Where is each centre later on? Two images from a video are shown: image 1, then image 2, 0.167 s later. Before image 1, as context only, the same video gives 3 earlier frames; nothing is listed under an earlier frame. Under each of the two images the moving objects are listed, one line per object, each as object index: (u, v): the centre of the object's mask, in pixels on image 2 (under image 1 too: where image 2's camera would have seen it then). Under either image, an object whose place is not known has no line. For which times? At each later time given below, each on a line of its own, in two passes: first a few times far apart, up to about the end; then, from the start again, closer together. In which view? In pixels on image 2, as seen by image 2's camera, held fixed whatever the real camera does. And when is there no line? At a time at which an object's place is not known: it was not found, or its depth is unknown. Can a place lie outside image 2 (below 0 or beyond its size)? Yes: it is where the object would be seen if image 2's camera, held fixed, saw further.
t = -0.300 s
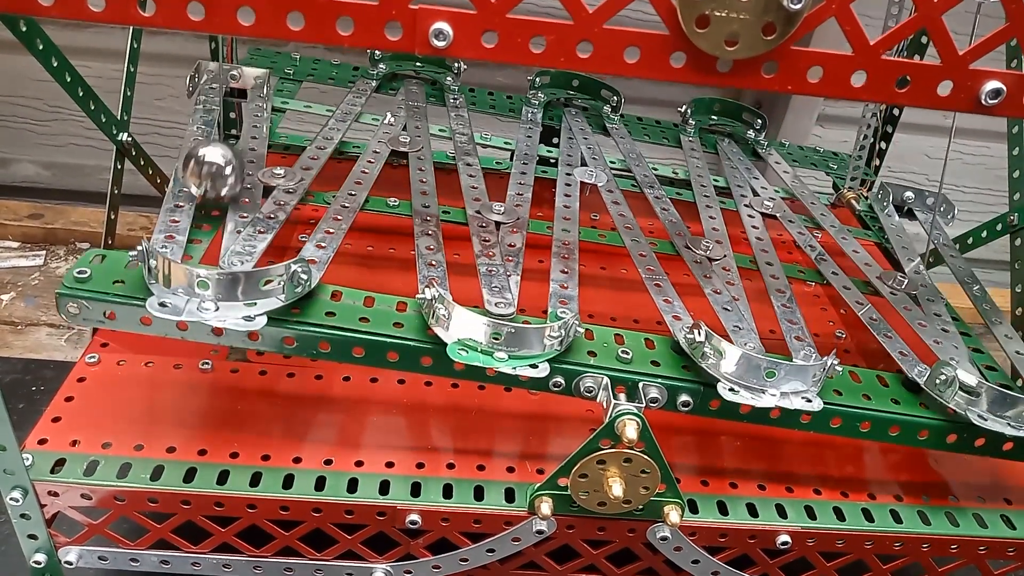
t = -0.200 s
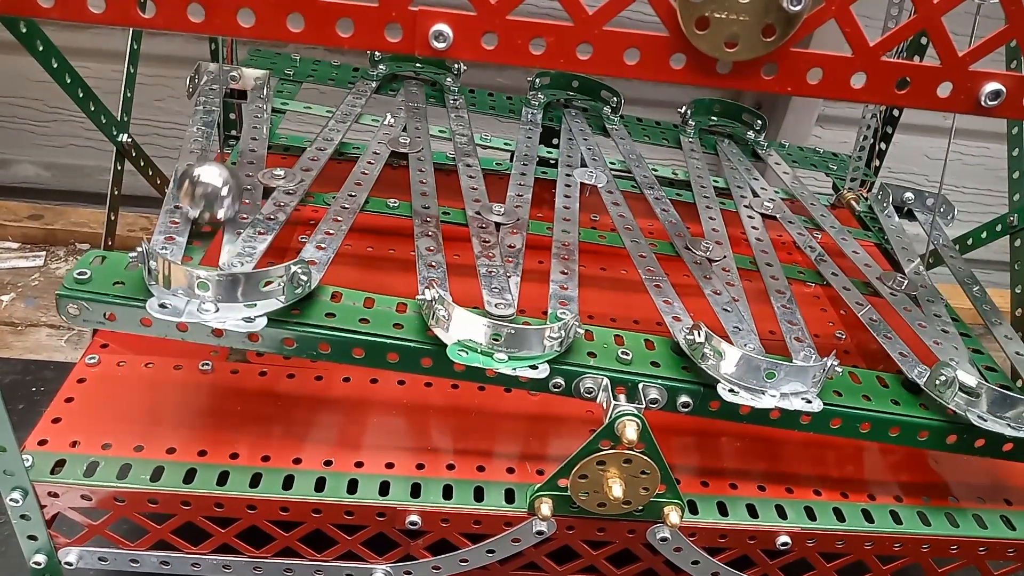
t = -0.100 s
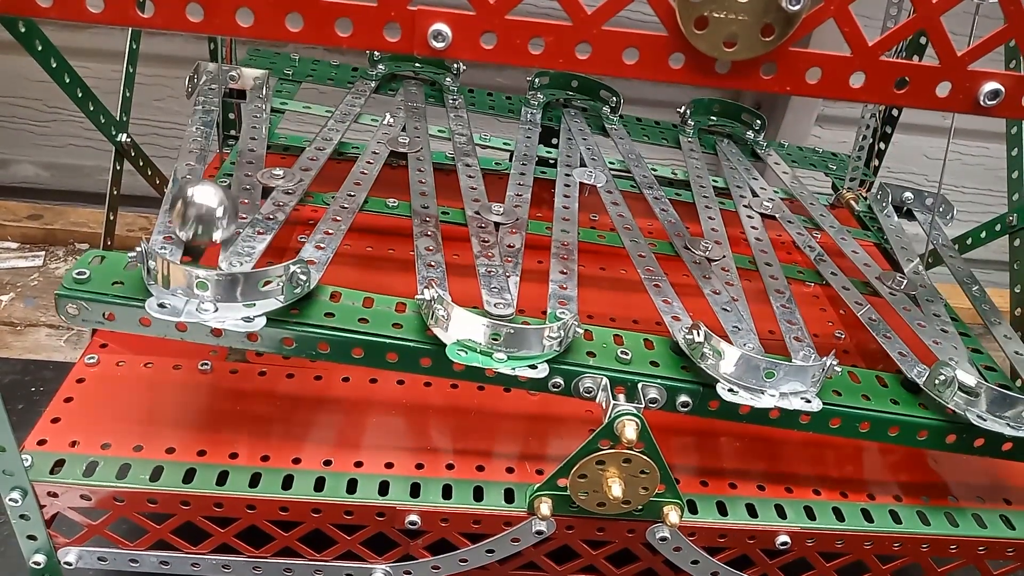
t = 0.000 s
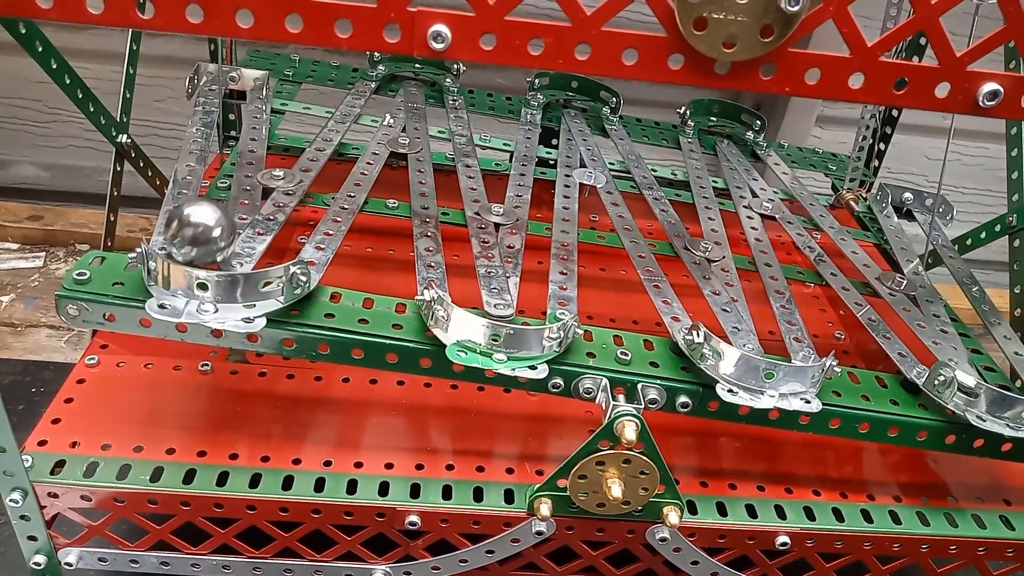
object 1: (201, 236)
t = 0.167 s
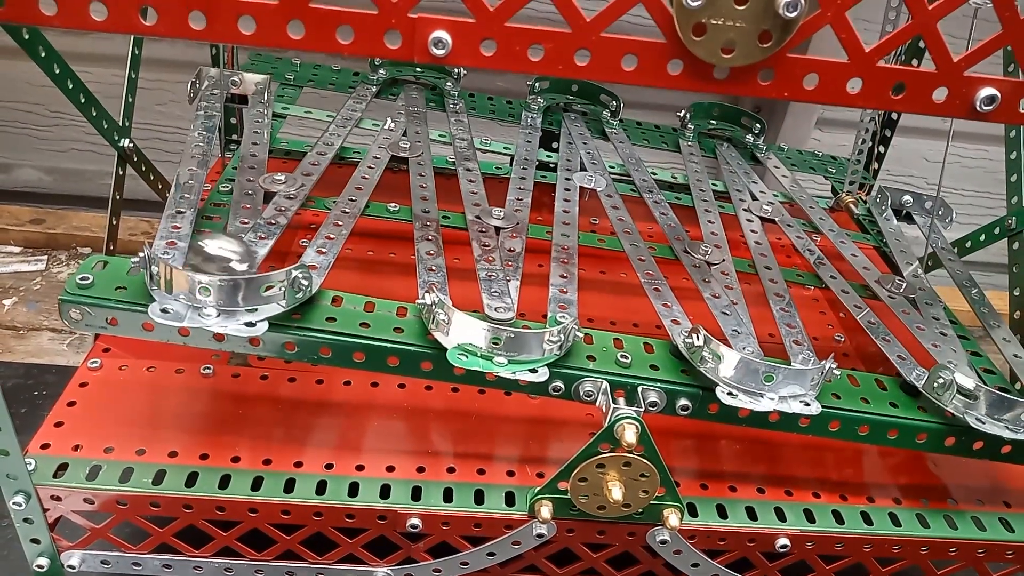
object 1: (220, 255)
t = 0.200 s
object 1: (233, 255)
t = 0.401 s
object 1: (270, 245)
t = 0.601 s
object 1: (299, 215)
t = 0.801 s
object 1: (326, 178)
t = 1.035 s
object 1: (355, 133)
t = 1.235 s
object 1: (379, 97)
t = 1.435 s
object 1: (398, 73)
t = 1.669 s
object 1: (439, 81)
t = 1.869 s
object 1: (438, 97)
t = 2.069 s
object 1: (442, 125)
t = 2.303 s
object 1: (446, 164)
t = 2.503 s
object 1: (455, 200)
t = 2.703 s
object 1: (462, 242)
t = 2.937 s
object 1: (475, 289)
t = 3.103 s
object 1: (528, 303)
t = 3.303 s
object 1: (540, 273)
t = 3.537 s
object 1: (547, 224)
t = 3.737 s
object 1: (552, 185)
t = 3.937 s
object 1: (554, 149)
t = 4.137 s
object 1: (557, 118)
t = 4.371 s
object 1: (573, 95)
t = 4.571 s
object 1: (599, 109)
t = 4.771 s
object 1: (611, 132)
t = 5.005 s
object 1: (630, 169)
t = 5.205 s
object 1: (653, 208)
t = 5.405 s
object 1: (682, 255)
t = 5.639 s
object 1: (726, 315)
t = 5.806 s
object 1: (771, 344)
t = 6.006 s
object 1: (784, 326)
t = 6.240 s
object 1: (762, 268)
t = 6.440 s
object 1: (747, 223)
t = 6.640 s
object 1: (734, 183)
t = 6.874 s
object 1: (719, 140)
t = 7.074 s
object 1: (736, 127)
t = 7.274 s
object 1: (755, 142)
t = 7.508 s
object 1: (778, 169)
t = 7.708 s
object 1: (807, 200)
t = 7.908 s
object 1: (844, 241)
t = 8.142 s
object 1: (901, 302)
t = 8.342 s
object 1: (968, 362)
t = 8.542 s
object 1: (995, 371)
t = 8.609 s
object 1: (988, 360)
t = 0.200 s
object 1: (233, 255)
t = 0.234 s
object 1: (242, 254)
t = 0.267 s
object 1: (250, 252)
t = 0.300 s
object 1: (255, 250)
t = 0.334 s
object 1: (259, 249)
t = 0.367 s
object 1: (265, 248)
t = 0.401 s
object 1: (270, 245)
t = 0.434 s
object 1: (274, 243)
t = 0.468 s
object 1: (281, 239)
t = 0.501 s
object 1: (286, 233)
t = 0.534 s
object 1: (289, 228)
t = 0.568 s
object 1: (293, 221)
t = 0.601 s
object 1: (299, 215)
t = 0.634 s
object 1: (304, 208)
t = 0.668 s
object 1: (306, 202)
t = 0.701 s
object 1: (310, 197)
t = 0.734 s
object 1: (317, 189)
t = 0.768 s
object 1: (323, 183)
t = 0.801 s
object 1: (326, 178)
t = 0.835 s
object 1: (329, 171)
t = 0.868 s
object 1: (335, 162)
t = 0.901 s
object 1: (339, 157)
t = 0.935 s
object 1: (344, 150)
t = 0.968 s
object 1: (349, 144)
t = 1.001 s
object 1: (351, 139)
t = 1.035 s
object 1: (355, 133)
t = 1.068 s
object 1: (361, 126)
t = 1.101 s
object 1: (365, 119)
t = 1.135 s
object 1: (367, 113)
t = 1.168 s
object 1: (372, 107)
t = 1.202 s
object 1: (375, 104)
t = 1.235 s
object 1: (379, 97)
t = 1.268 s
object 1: (382, 91)
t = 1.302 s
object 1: (385, 86)
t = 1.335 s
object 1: (388, 80)
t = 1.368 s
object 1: (391, 79)
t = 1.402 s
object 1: (391, 75)
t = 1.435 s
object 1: (398, 73)
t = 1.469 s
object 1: (409, 73)
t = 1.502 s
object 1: (420, 74)
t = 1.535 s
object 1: (427, 75)
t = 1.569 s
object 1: (433, 77)
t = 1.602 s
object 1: (437, 78)
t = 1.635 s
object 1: (439, 79)
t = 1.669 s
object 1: (439, 81)
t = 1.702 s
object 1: (439, 82)
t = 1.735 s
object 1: (439, 85)
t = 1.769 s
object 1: (439, 87)
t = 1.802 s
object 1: (439, 89)
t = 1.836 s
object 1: (439, 93)
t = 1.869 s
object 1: (438, 97)
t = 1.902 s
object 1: (440, 101)
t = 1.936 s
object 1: (440, 105)
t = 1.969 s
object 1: (440, 112)
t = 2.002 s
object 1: (441, 116)
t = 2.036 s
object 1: (442, 121)
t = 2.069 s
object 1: (442, 125)
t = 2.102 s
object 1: (443, 132)
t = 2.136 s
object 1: (443, 137)
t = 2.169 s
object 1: (444, 143)
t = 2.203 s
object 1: (445, 148)
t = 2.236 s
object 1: (446, 153)
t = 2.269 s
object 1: (448, 157)
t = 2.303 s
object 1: (446, 164)
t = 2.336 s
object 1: (449, 169)
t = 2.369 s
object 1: (448, 175)
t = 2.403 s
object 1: (449, 181)
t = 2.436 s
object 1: (451, 187)
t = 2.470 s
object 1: (453, 196)
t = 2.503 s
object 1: (455, 200)
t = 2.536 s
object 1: (455, 206)
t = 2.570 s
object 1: (456, 214)
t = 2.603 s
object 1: (457, 221)
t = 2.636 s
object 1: (458, 227)
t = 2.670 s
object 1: (461, 235)
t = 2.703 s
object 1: (462, 242)
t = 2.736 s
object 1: (463, 250)
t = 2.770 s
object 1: (464, 257)
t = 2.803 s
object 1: (465, 265)
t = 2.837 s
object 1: (467, 273)
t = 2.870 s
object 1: (471, 278)
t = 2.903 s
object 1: (474, 284)
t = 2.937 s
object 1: (475, 289)
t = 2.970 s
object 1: (483, 295)
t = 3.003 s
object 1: (495, 301)
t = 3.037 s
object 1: (508, 306)
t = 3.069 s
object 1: (519, 304)
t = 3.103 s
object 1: (528, 303)
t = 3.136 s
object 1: (534, 301)
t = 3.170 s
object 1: (538, 298)
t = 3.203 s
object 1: (539, 294)
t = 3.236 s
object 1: (539, 288)
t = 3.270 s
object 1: (539, 281)
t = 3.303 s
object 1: (540, 273)
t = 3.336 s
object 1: (543, 267)
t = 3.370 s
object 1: (542, 260)
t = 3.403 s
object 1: (542, 252)
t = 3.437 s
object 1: (542, 245)
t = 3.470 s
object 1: (544, 237)
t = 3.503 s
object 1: (546, 231)
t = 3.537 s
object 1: (547, 224)
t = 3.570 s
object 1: (547, 217)
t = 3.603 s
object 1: (548, 211)
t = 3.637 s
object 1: (551, 204)
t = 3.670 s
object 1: (551, 198)
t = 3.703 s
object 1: (551, 190)
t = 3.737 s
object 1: (552, 185)
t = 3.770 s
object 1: (553, 179)
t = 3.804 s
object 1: (551, 172)
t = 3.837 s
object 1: (553, 164)
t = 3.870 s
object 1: (554, 160)
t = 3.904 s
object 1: (552, 156)
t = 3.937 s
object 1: (554, 149)
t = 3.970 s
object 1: (555, 144)
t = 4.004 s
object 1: (554, 139)
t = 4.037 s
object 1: (555, 135)
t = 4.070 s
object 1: (555, 128)
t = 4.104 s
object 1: (556, 123)
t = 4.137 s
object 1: (557, 118)
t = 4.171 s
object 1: (556, 113)
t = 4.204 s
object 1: (556, 108)
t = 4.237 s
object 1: (557, 103)
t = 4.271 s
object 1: (557, 98)
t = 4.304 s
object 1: (559, 95)
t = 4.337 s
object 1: (565, 94)
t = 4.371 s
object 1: (573, 95)
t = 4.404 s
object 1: (582, 97)
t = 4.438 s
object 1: (589, 99)
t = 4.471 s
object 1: (593, 100)
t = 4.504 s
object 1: (595, 103)
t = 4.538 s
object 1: (598, 106)
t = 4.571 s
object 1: (599, 109)
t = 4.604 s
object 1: (602, 112)
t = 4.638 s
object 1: (604, 116)
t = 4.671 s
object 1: (606, 119)
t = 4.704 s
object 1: (608, 123)
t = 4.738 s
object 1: (609, 127)
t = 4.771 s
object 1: (611, 132)
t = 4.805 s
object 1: (613, 136)
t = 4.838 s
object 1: (618, 142)
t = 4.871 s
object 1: (619, 148)
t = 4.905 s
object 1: (623, 152)
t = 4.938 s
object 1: (624, 158)
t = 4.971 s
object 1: (627, 164)
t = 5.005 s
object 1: (630, 169)
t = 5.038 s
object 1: (635, 174)
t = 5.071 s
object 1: (638, 180)
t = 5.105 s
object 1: (641, 187)
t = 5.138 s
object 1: (643, 193)
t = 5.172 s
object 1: (648, 200)
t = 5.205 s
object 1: (653, 208)
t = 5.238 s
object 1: (658, 216)
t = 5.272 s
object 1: (663, 226)
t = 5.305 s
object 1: (668, 232)
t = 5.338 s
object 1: (672, 239)
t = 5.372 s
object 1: (676, 247)
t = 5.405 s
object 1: (682, 255)
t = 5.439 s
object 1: (685, 264)
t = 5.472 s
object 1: (691, 271)
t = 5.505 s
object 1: (693, 279)
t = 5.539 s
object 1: (700, 288)
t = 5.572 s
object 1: (708, 297)
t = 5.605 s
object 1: (717, 305)
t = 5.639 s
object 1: (726, 315)
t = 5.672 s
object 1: (731, 319)
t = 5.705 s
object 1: (738, 326)
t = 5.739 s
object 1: (745, 330)
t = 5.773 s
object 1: (756, 338)
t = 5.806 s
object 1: (771, 344)
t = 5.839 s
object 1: (782, 345)
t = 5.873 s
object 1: (787, 343)
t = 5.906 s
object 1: (790, 340)
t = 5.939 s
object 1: (792, 337)
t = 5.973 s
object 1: (788, 333)
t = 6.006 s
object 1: (784, 326)
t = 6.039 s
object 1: (779, 316)
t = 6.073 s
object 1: (776, 308)
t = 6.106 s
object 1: (774, 301)
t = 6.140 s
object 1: (770, 291)
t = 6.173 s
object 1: (767, 284)
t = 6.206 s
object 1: (766, 277)
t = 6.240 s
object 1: (762, 268)
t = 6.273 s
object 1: (759, 261)
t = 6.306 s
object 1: (756, 253)
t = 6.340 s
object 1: (755, 246)
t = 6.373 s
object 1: (752, 238)
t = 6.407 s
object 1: (750, 229)
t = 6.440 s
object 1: (747, 223)
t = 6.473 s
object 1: (744, 217)
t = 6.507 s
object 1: (743, 209)
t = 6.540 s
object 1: (740, 201)
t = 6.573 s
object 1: (737, 196)
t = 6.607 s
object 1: (735, 189)
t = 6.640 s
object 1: (734, 183)
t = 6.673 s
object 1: (730, 176)
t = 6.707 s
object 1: (728, 169)
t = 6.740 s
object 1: (726, 163)
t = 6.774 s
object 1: (725, 158)
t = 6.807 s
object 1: (722, 151)
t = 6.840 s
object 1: (721, 145)
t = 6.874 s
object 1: (719, 140)
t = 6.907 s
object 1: (716, 135)
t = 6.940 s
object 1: (715, 130)
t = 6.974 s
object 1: (715, 125)
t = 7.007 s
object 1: (721, 124)
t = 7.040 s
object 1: (728, 125)
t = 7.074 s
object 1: (736, 127)
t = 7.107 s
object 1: (743, 129)
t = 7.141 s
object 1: (745, 130)
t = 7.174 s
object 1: (746, 132)
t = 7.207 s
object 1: (749, 136)
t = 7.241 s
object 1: (752, 140)
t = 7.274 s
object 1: (755, 142)
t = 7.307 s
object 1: (757, 146)
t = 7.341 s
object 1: (760, 148)
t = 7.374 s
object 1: (764, 152)
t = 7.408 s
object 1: (768, 156)
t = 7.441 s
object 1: (771, 161)
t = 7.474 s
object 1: (774, 165)
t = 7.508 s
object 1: (778, 169)
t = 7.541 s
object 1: (783, 174)
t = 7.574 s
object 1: (787, 179)
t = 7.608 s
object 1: (791, 183)
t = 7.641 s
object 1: (797, 189)
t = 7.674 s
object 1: (804, 196)
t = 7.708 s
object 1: (807, 200)
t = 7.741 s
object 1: (812, 207)
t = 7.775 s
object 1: (818, 213)
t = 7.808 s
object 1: (822, 218)
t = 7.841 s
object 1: (830, 225)
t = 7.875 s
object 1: (837, 233)
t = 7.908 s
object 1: (844, 241)
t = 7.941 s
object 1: (850, 249)
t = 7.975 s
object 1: (859, 259)
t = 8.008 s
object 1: (868, 268)
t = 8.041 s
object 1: (875, 276)
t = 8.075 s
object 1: (882, 283)
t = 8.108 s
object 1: (891, 294)
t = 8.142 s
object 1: (901, 302)
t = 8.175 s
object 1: (908, 312)
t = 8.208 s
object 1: (919, 320)
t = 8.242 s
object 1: (929, 333)
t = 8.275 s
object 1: (938, 345)
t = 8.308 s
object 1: (951, 352)
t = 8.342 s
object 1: (968, 362)
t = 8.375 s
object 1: (980, 370)
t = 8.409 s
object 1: (988, 376)
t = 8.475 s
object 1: (994, 377)
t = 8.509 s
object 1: (995, 375)
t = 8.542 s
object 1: (995, 371)
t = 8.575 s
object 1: (990, 366)
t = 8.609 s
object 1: (988, 360)
